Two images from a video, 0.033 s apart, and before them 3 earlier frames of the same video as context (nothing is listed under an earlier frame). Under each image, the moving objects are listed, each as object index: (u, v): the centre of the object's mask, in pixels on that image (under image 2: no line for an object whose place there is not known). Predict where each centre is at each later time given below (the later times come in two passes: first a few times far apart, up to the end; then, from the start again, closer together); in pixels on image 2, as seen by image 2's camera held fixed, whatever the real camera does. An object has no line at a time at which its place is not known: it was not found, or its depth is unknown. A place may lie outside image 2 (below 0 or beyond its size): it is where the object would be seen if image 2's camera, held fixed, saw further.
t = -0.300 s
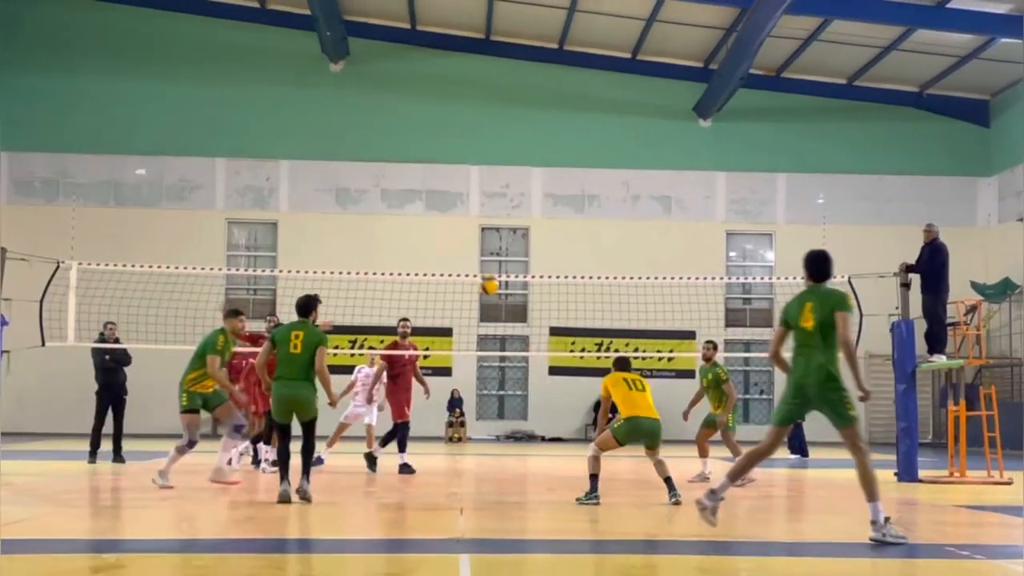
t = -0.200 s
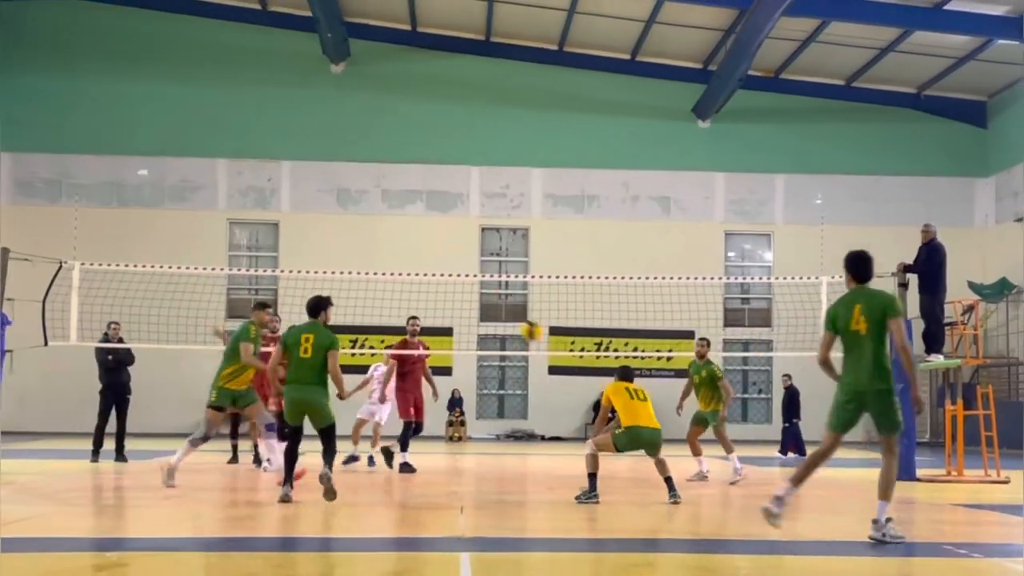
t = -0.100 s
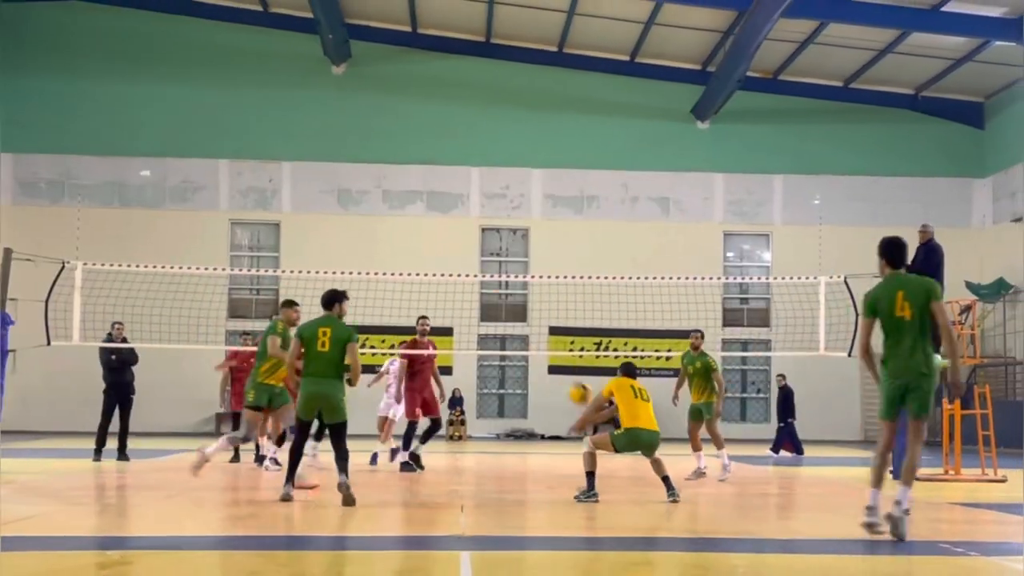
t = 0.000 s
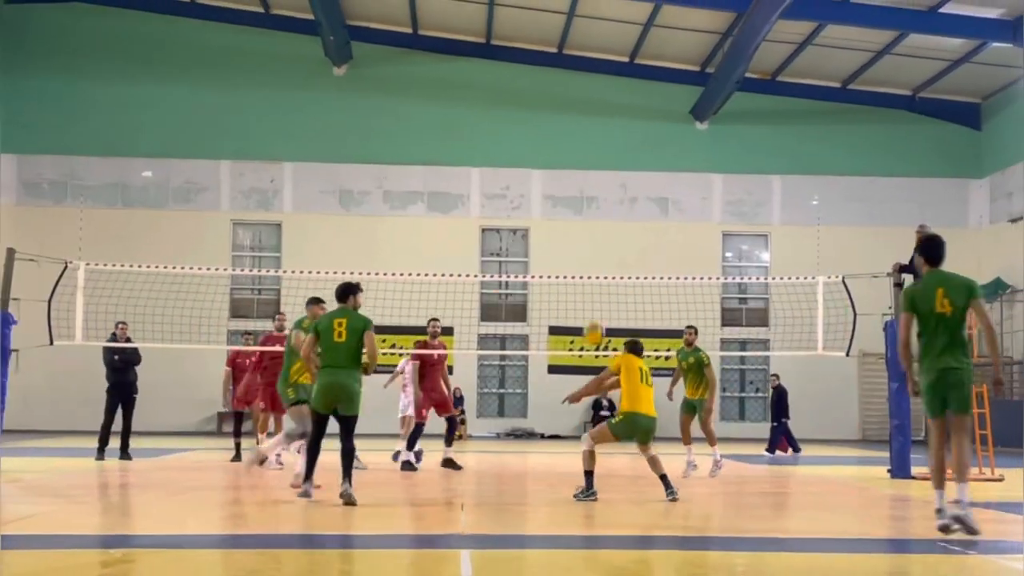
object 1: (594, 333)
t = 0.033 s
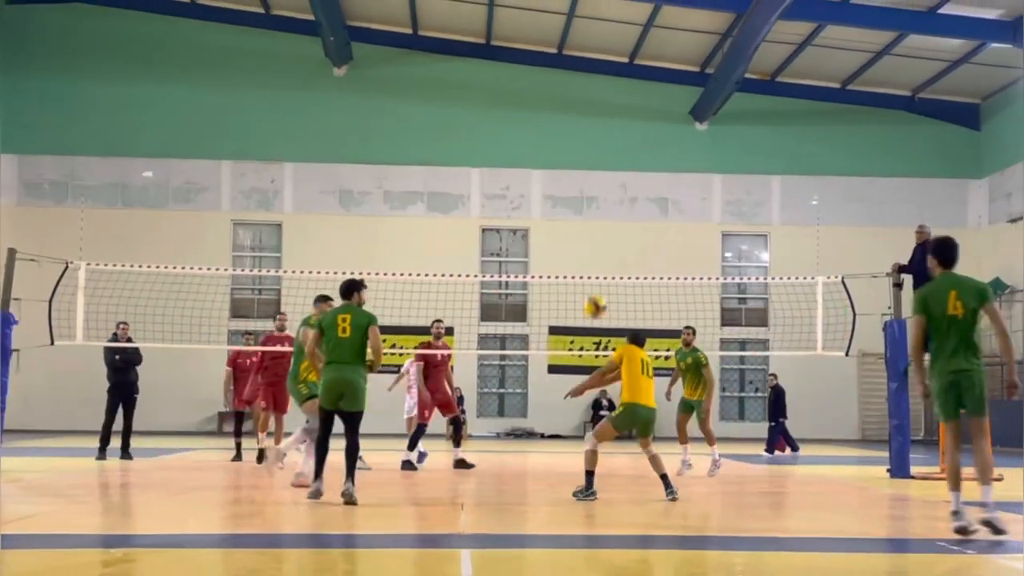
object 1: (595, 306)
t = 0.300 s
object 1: (612, 149)
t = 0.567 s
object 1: (629, 78)
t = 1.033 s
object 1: (657, 119)
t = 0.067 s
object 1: (598, 280)
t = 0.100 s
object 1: (599, 258)
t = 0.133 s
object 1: (601, 237)
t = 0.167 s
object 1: (604, 216)
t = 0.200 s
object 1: (605, 198)
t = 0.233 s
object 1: (607, 180)
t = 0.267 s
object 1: (610, 163)
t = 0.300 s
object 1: (612, 149)
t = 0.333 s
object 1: (614, 137)
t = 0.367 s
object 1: (616, 124)
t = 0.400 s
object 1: (619, 114)
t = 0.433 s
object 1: (621, 105)
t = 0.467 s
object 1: (623, 96)
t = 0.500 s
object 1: (625, 89)
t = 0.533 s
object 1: (627, 83)
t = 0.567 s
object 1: (629, 78)
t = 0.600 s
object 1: (631, 74)
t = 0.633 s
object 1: (634, 72)
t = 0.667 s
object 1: (636, 71)
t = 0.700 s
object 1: (638, 70)
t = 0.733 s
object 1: (640, 71)
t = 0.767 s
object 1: (642, 71)
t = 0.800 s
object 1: (644, 74)
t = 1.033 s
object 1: (657, 119)
